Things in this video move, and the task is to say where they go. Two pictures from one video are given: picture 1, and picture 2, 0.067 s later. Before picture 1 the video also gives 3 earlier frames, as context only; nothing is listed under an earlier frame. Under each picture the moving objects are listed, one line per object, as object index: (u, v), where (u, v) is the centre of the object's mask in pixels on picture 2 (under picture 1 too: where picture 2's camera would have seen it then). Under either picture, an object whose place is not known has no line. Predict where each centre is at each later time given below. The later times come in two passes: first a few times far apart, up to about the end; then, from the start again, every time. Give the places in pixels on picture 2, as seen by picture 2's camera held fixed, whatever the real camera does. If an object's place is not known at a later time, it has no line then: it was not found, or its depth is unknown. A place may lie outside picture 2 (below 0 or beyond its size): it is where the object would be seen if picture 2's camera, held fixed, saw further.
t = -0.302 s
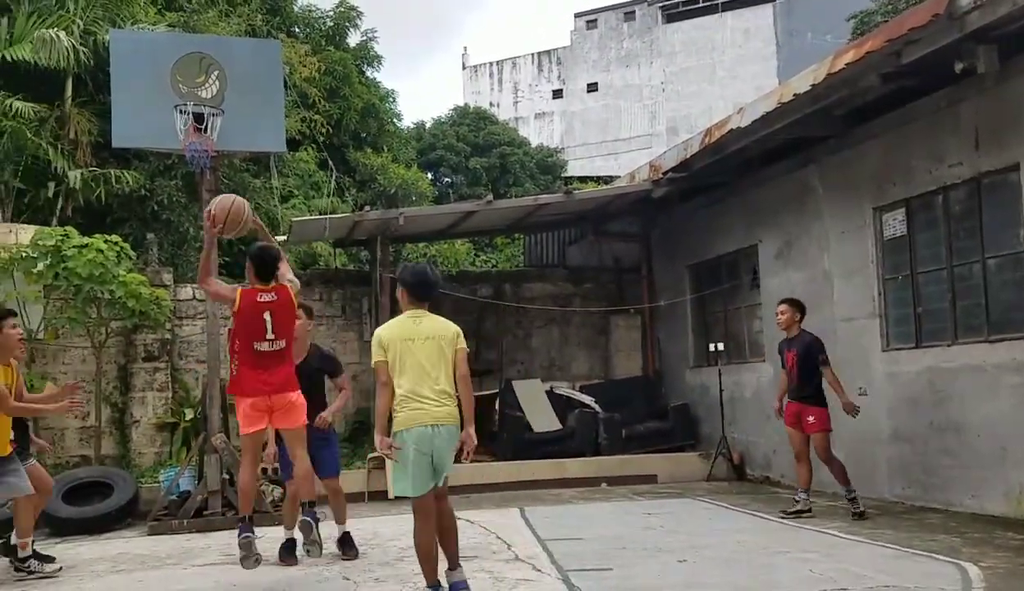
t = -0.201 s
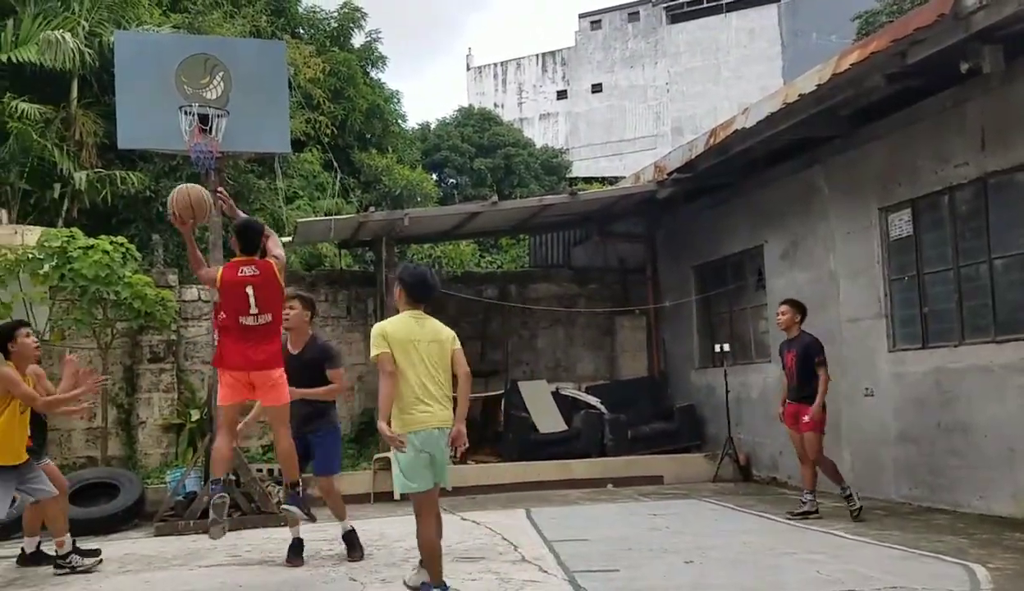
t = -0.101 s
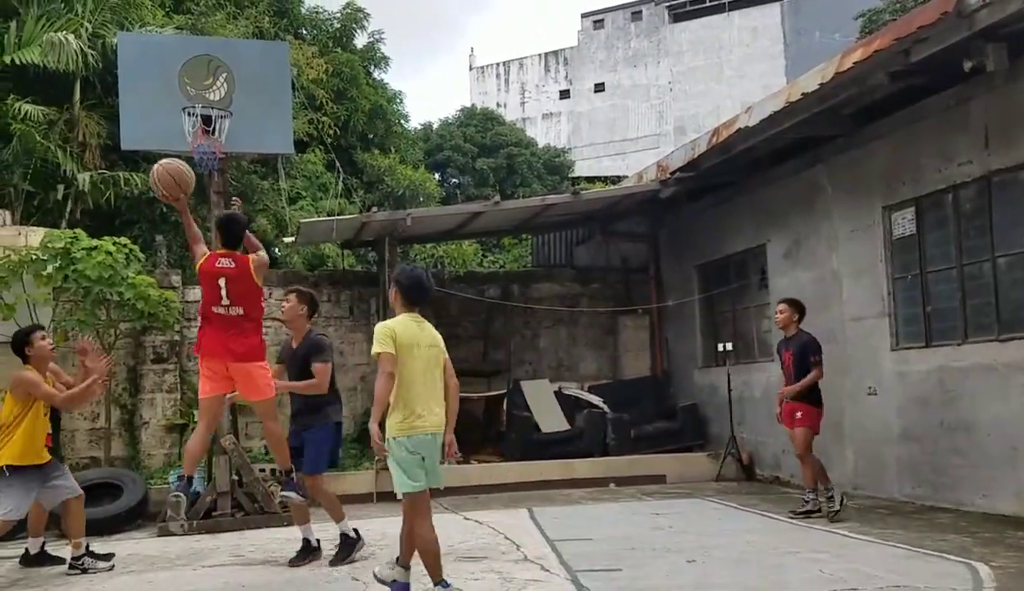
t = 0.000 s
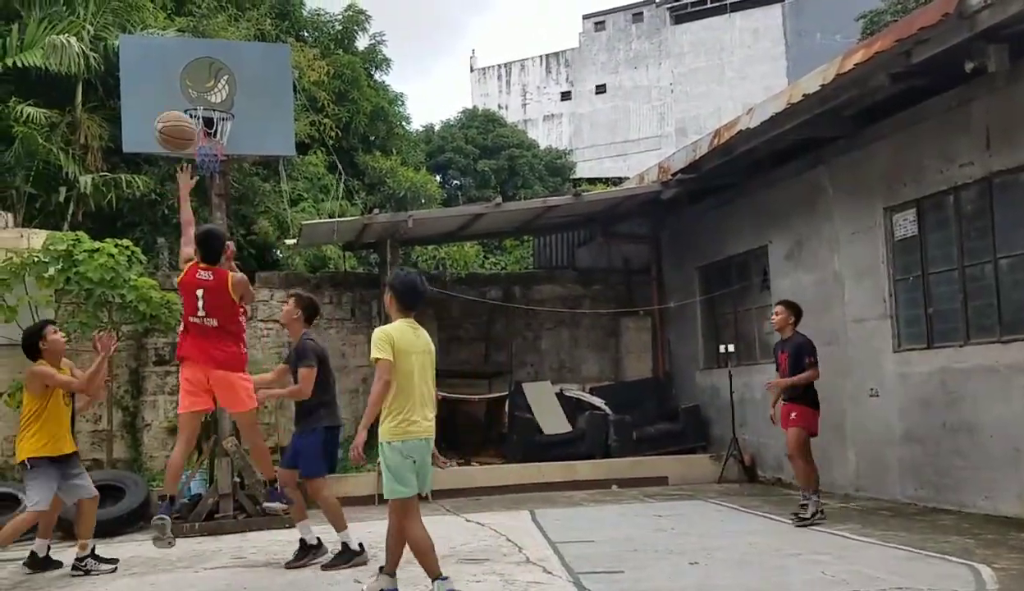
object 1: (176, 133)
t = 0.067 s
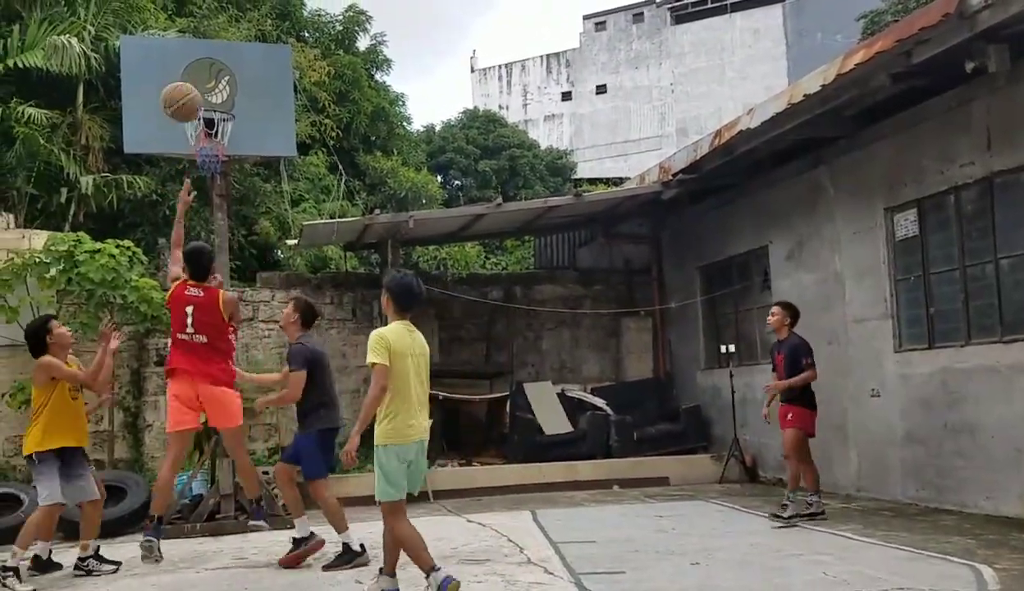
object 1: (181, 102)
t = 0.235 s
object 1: (194, 63)
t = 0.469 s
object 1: (211, 77)
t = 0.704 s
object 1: (198, 79)
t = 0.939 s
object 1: (165, 99)
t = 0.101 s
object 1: (184, 91)
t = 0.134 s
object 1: (186, 80)
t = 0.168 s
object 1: (189, 73)
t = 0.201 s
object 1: (191, 67)
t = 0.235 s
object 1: (194, 63)
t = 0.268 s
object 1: (197, 60)
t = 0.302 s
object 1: (199, 59)
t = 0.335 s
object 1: (201, 59)
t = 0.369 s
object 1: (204, 61)
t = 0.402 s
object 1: (207, 65)
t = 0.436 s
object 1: (207, 72)
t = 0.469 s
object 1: (211, 77)
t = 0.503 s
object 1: (214, 86)
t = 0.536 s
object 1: (218, 95)
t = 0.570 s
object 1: (217, 99)
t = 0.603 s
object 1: (213, 93)
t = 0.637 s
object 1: (209, 87)
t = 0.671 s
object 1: (203, 82)
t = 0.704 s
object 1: (198, 79)
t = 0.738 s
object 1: (194, 78)
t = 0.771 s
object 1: (189, 77)
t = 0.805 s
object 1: (184, 78)
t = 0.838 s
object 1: (180, 81)
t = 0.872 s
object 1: (175, 85)
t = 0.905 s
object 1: (171, 91)
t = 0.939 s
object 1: (165, 99)
